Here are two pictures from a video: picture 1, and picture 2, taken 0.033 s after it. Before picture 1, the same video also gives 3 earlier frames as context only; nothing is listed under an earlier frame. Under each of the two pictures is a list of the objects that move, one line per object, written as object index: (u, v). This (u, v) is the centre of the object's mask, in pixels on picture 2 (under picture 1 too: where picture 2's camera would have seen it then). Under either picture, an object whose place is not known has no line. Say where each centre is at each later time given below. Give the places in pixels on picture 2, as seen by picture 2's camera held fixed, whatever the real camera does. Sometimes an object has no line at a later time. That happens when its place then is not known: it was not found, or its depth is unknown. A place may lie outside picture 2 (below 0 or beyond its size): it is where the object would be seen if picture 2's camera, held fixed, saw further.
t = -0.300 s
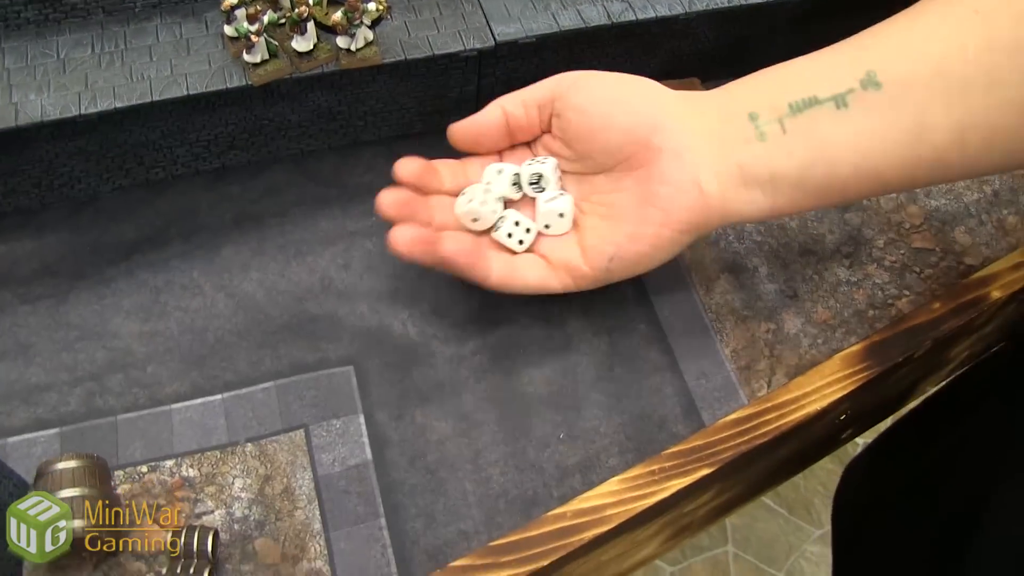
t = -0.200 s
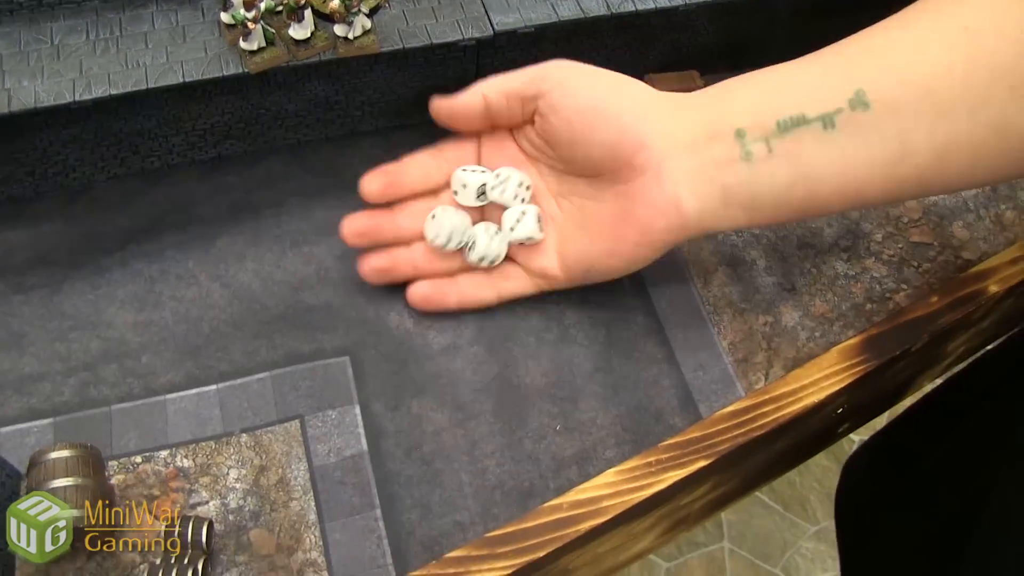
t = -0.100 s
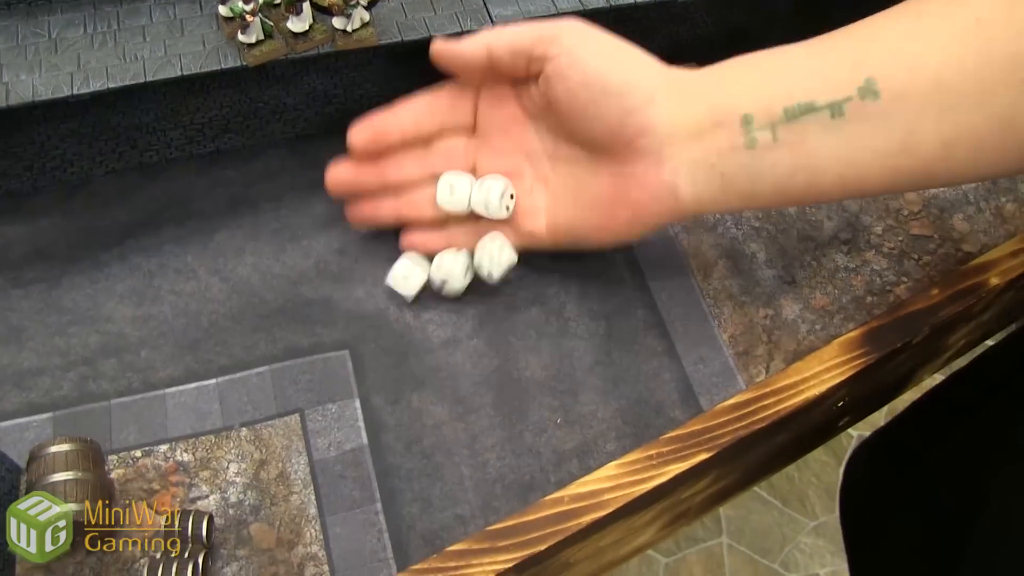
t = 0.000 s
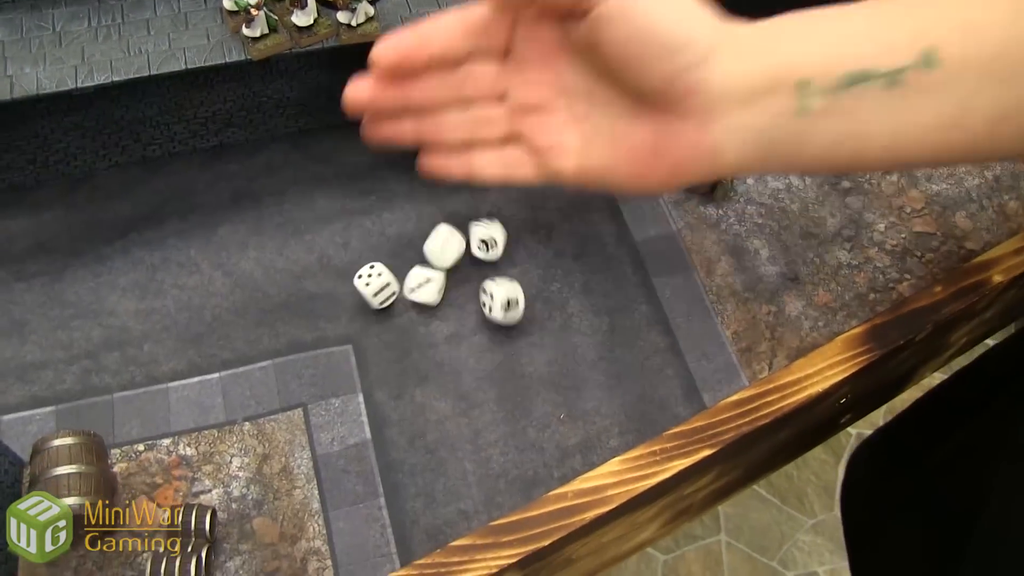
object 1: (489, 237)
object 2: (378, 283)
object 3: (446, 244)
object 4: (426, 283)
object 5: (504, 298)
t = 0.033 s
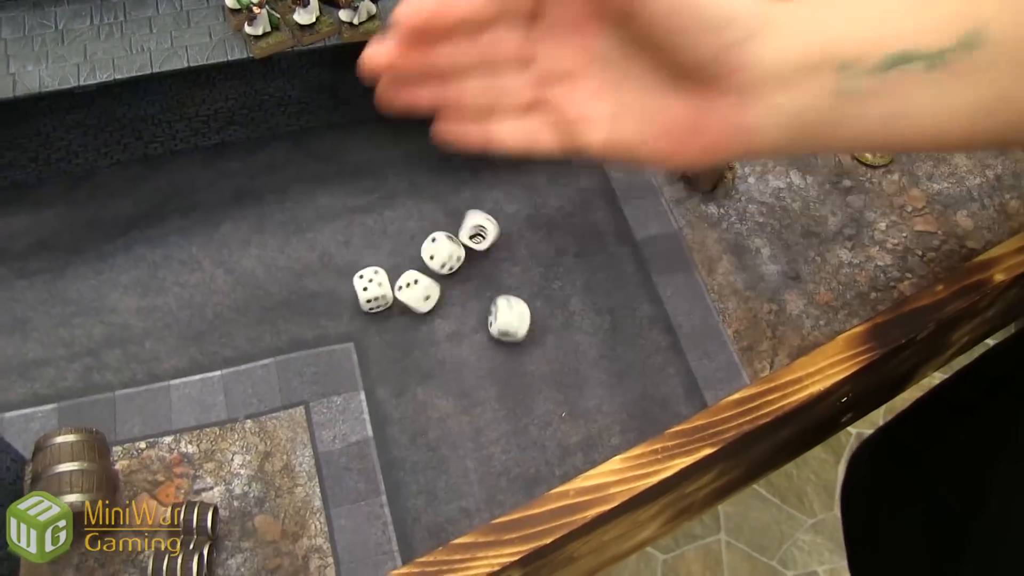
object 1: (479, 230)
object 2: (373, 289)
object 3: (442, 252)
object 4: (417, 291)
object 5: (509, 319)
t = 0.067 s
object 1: (467, 228)
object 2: (372, 291)
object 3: (441, 264)
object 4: (412, 296)
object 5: (510, 335)
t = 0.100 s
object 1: (459, 225)
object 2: (373, 290)
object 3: (442, 274)
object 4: (412, 301)
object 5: (509, 346)
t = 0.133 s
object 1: (448, 221)
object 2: (373, 288)
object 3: (440, 280)
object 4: (412, 311)
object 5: (502, 360)
